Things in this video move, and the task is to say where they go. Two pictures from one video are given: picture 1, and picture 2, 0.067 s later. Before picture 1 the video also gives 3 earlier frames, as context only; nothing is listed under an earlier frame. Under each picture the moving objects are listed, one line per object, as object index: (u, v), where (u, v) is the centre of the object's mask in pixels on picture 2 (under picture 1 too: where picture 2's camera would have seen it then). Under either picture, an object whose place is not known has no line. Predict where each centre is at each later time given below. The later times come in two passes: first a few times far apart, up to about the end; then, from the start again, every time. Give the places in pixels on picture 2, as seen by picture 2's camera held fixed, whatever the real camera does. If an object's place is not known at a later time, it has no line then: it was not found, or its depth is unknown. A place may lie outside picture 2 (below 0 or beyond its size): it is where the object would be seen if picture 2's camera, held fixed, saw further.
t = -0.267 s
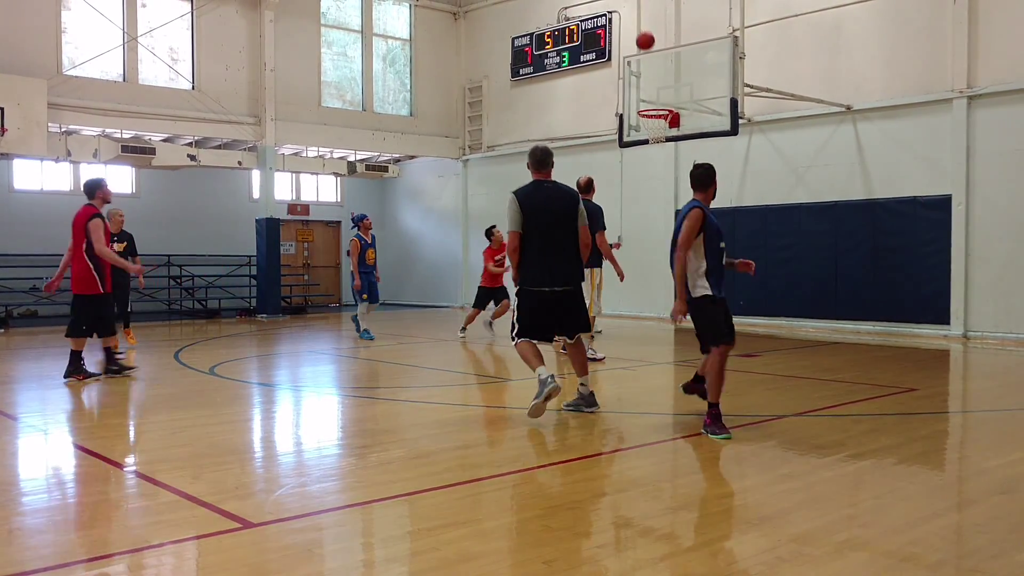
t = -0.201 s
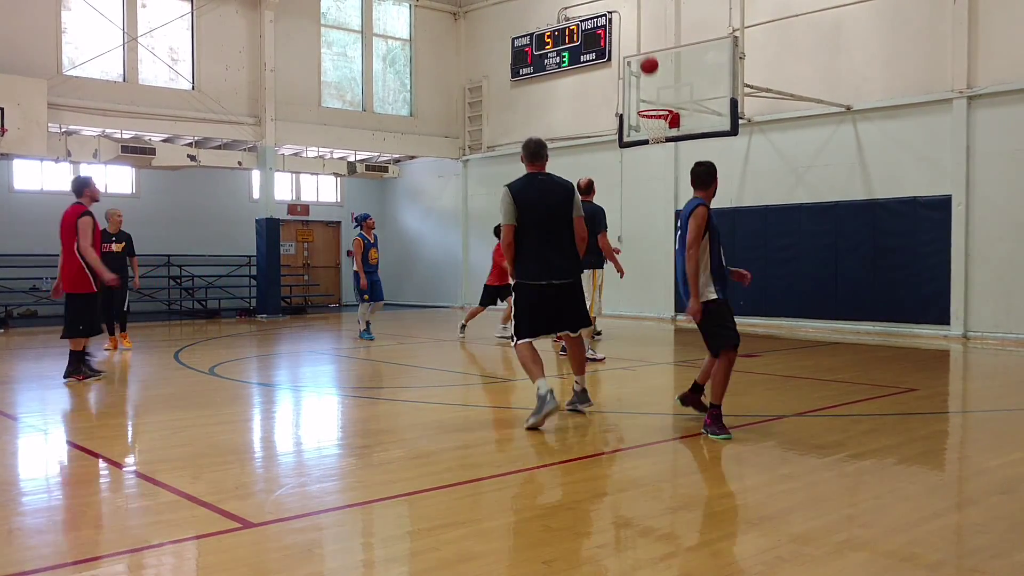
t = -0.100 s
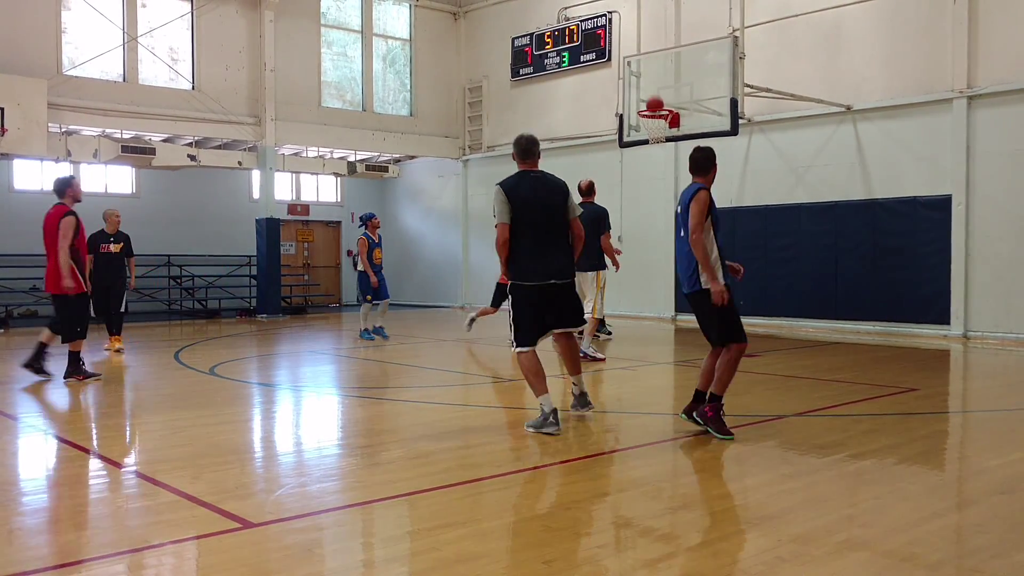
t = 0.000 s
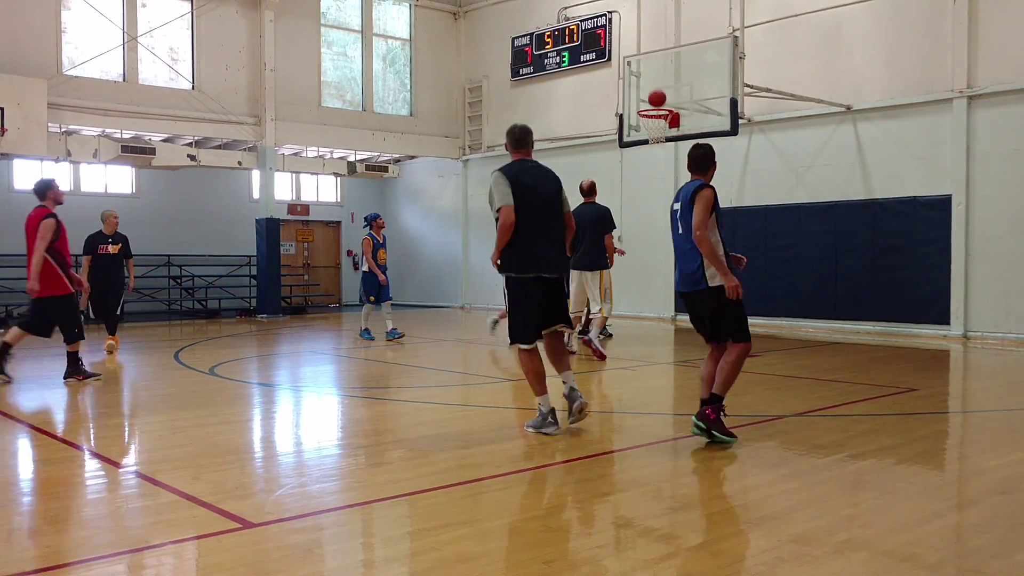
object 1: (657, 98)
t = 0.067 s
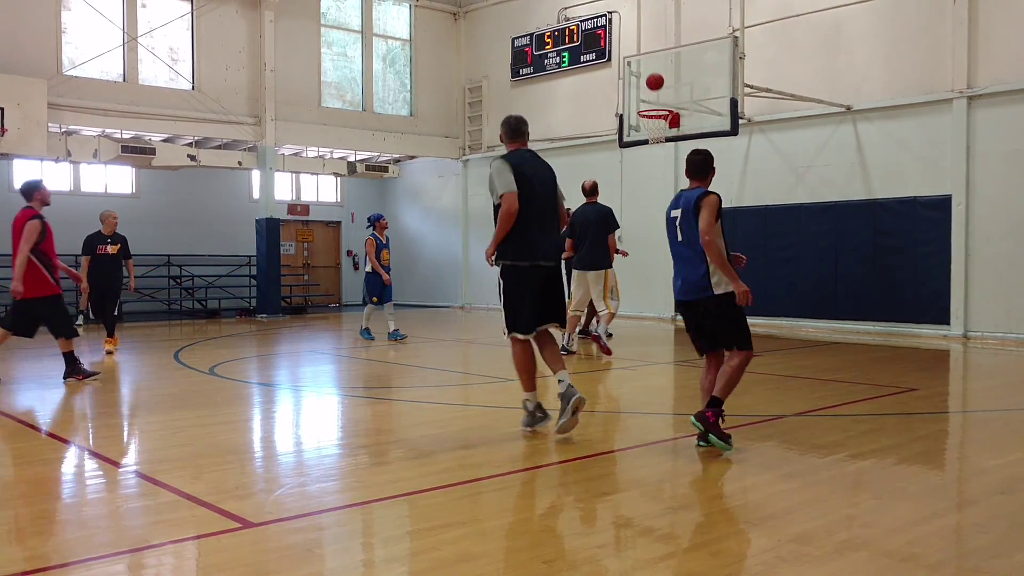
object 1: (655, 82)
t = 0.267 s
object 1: (648, 50)
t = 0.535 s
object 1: (639, 54)
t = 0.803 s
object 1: (629, 110)
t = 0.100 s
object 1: (654, 74)
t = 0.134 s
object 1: (653, 68)
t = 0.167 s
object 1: (652, 62)
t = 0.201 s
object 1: (650, 57)
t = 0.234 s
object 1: (649, 53)
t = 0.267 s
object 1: (648, 50)
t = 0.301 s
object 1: (647, 47)
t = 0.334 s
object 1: (646, 46)
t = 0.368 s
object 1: (645, 45)
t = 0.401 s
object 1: (643, 45)
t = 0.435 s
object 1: (642, 46)
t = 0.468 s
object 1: (641, 48)
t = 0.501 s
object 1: (640, 51)
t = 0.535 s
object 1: (639, 54)
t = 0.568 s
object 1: (638, 58)
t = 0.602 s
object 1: (636, 63)
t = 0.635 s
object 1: (635, 69)
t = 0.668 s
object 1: (634, 76)
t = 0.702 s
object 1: (633, 84)
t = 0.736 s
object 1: (632, 92)
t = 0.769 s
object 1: (631, 101)
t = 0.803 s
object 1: (629, 110)
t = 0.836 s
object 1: (624, 116)
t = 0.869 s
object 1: (620, 122)
